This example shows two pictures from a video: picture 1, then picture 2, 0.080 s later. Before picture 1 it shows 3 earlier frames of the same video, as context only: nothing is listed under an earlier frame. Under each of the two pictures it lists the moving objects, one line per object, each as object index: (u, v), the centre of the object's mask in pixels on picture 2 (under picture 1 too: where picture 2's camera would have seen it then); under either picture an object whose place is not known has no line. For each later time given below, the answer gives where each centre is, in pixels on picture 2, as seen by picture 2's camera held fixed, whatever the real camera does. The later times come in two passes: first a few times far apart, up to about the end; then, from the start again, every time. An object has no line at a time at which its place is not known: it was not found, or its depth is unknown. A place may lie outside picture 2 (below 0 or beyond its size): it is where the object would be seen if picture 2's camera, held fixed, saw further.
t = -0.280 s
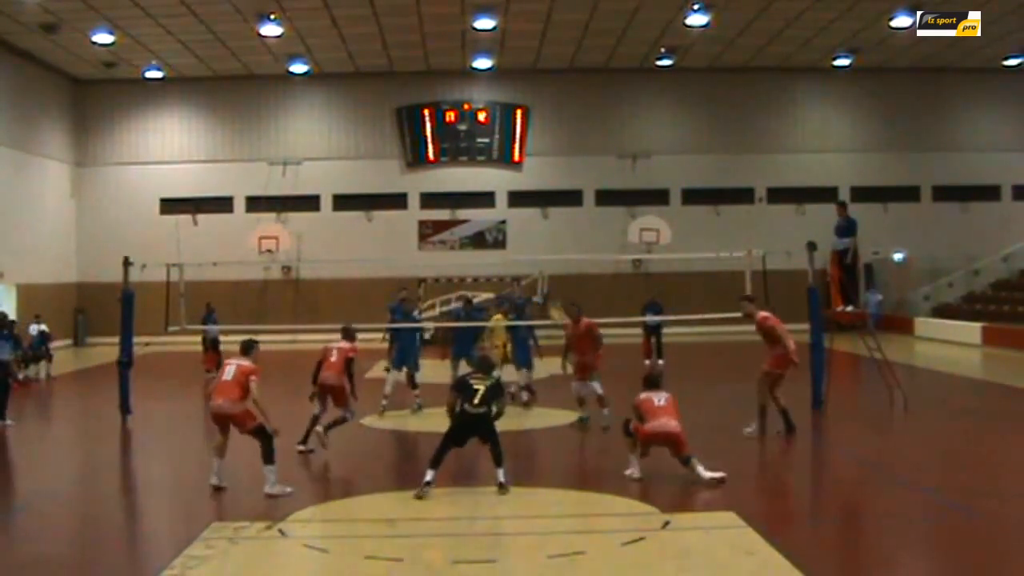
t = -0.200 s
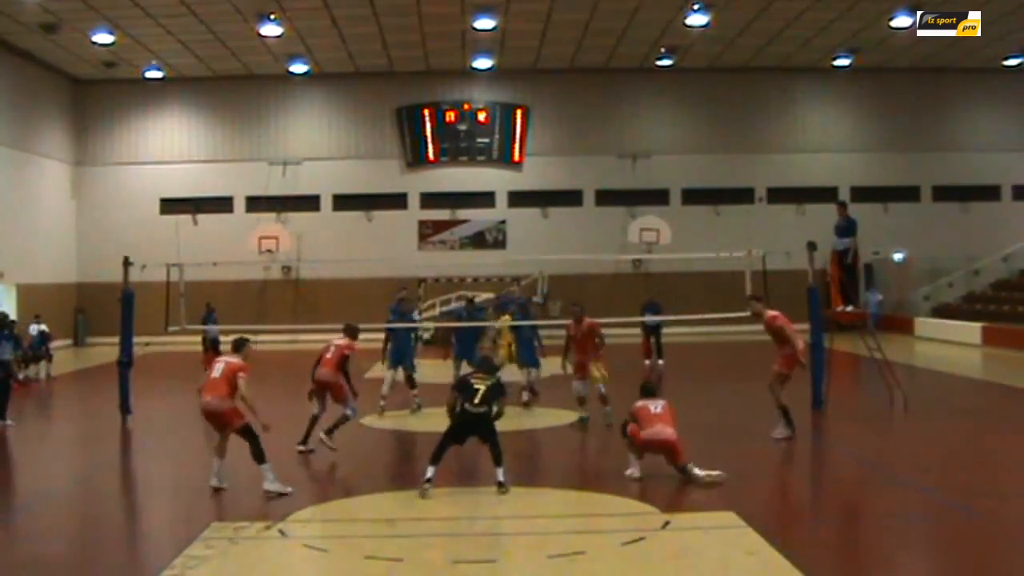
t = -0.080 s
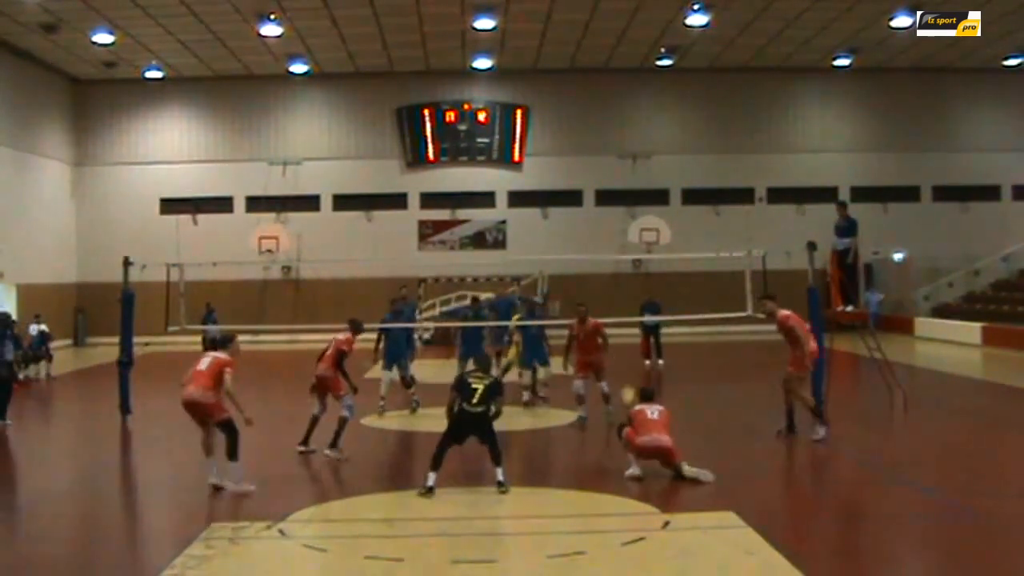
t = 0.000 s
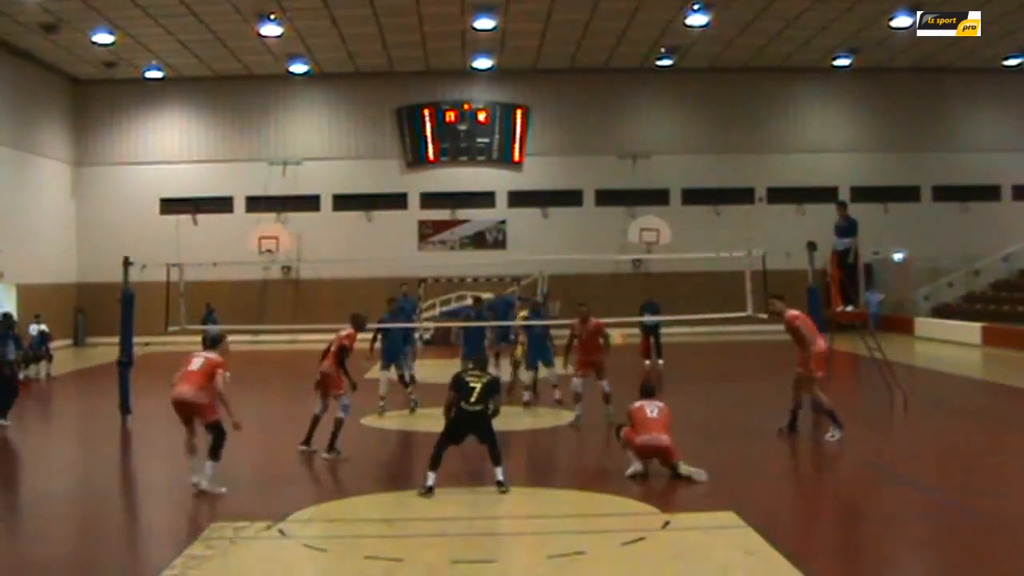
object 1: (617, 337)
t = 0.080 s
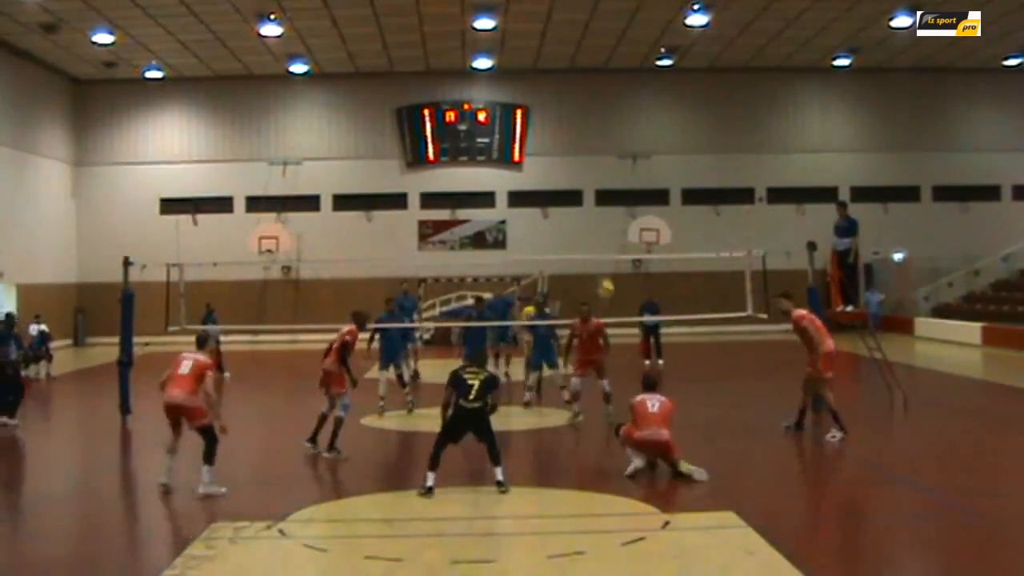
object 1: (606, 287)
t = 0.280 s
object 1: (580, 194)
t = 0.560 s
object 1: (549, 118)
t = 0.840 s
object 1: (523, 110)
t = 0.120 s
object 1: (598, 263)
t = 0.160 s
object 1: (594, 242)
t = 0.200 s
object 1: (588, 226)
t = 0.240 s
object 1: (582, 205)
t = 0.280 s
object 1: (580, 194)
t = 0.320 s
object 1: (573, 178)
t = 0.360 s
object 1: (570, 163)
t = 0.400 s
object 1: (566, 153)
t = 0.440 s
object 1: (561, 142)
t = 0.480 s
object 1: (558, 134)
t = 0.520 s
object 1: (552, 125)
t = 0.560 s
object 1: (549, 118)
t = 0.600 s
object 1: (546, 115)
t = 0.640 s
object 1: (540, 110)
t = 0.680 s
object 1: (538, 108)
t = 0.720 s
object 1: (533, 107)
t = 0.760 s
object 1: (532, 108)
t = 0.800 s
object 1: (527, 107)
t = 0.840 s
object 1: (523, 110)
